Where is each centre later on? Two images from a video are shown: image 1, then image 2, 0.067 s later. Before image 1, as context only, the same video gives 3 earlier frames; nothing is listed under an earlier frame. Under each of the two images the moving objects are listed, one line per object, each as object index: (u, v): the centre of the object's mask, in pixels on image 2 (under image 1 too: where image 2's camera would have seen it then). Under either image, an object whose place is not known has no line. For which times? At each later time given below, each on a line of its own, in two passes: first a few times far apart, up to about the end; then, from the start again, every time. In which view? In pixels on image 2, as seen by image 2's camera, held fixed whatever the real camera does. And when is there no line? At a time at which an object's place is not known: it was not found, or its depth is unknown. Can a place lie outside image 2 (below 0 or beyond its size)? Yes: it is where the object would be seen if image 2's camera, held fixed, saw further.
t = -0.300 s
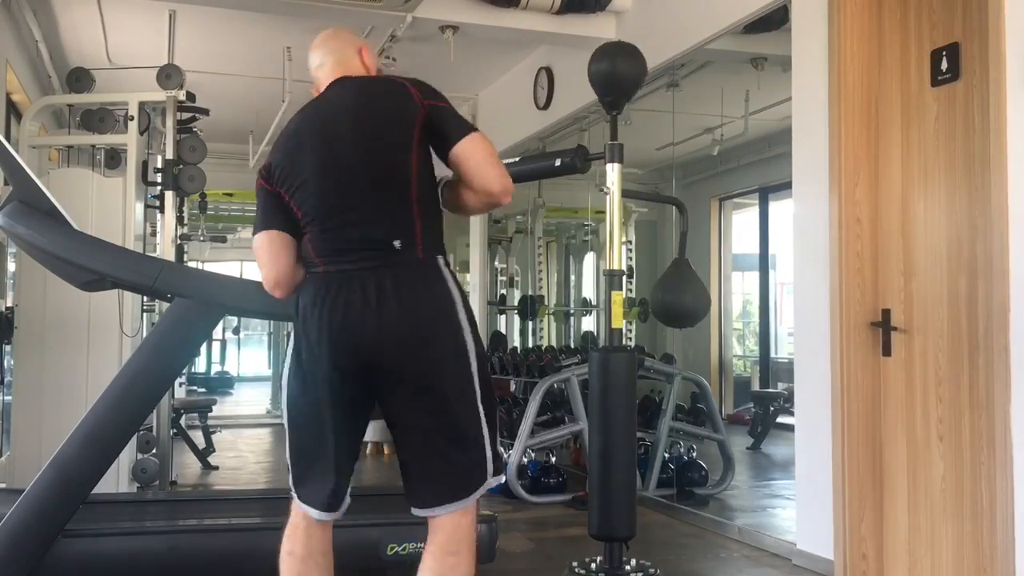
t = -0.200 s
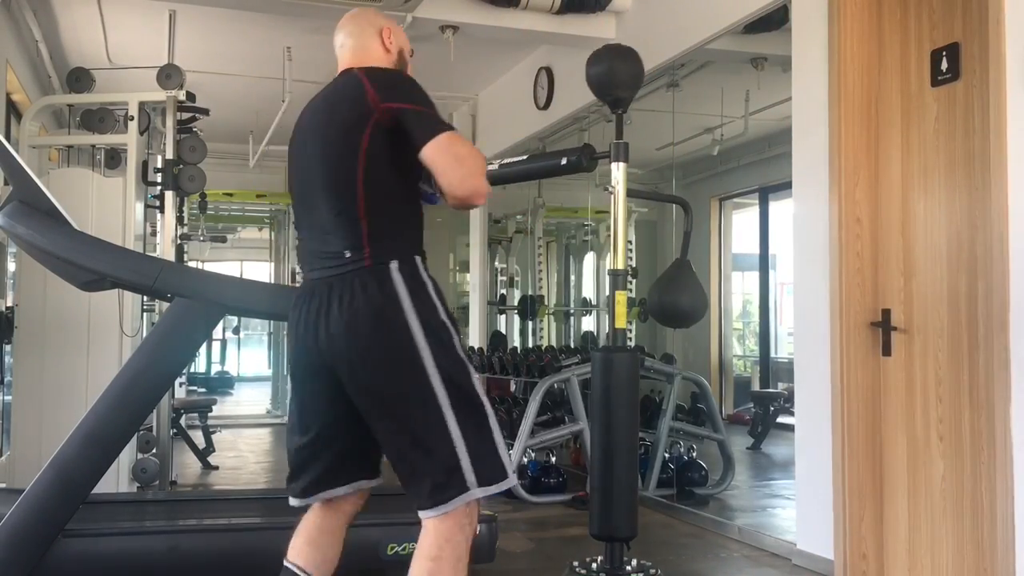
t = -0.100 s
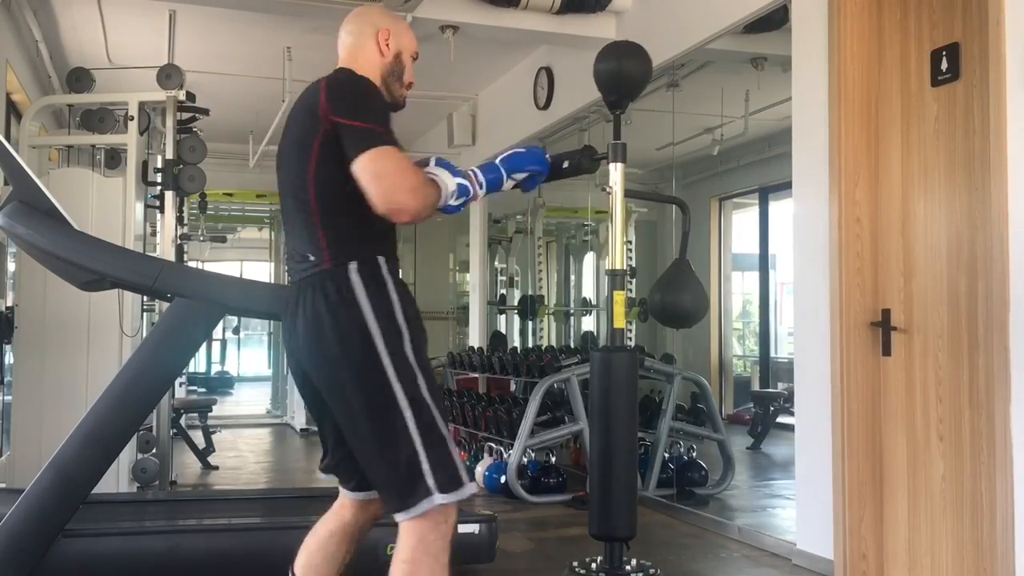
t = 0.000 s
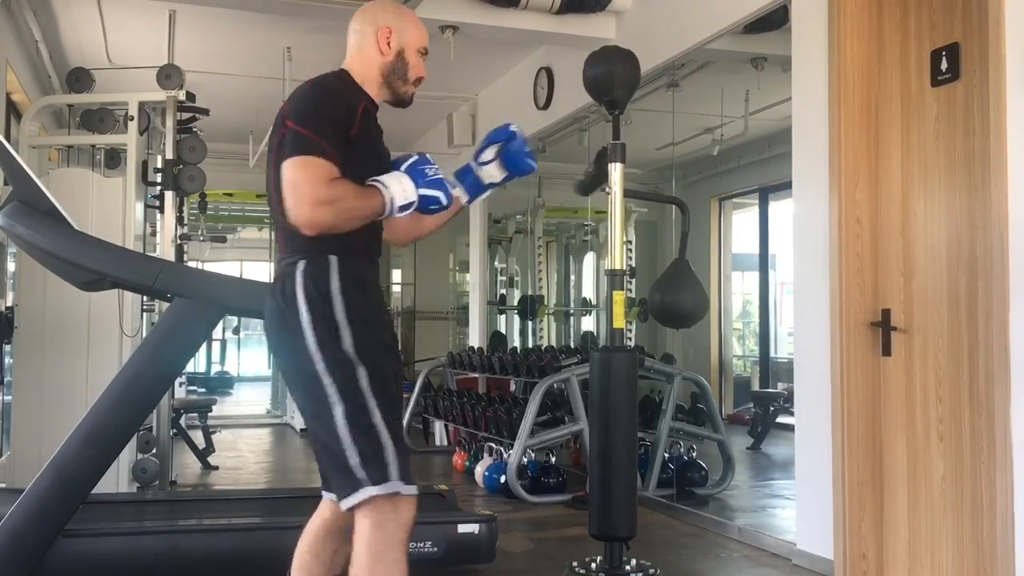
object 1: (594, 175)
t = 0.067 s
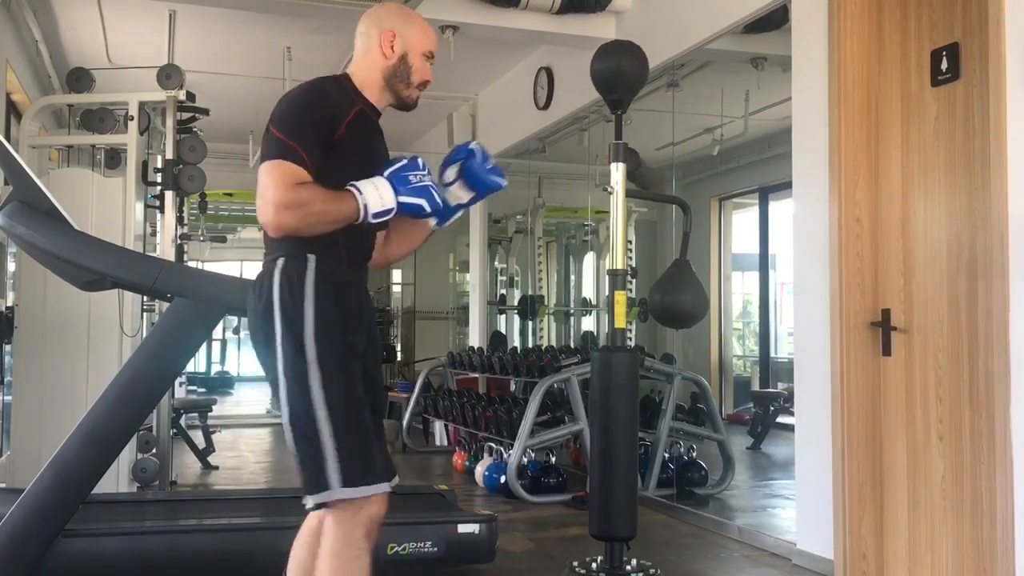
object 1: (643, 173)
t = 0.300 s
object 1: (755, 155)
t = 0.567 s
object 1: (655, 124)
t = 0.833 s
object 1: (485, 145)
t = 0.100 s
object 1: (661, 173)
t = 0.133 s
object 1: (678, 171)
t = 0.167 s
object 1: (697, 169)
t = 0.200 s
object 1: (716, 167)
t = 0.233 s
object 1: (732, 163)
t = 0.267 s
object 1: (745, 159)
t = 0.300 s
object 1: (755, 155)
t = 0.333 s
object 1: (759, 150)
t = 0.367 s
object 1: (759, 146)
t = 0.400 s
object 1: (754, 141)
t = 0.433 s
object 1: (743, 136)
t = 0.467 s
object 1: (727, 132)
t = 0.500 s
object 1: (706, 128)
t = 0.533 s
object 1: (682, 126)
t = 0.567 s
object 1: (655, 124)
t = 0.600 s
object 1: (624, 125)
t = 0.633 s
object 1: (595, 124)
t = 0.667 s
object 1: (567, 126)
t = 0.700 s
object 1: (543, 129)
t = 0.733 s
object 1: (522, 132)
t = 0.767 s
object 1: (505, 136)
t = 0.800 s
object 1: (493, 141)
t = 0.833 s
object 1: (485, 145)
